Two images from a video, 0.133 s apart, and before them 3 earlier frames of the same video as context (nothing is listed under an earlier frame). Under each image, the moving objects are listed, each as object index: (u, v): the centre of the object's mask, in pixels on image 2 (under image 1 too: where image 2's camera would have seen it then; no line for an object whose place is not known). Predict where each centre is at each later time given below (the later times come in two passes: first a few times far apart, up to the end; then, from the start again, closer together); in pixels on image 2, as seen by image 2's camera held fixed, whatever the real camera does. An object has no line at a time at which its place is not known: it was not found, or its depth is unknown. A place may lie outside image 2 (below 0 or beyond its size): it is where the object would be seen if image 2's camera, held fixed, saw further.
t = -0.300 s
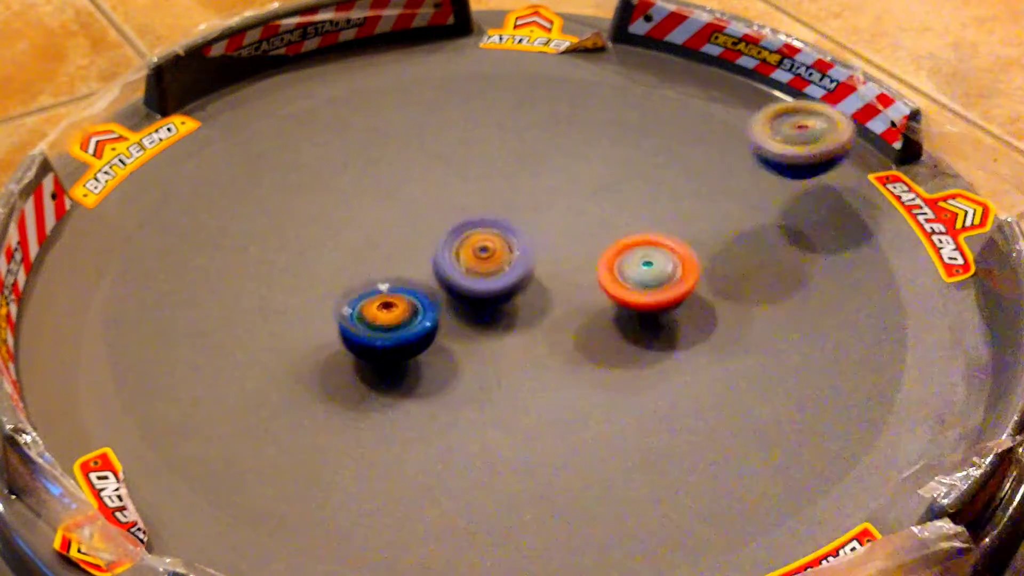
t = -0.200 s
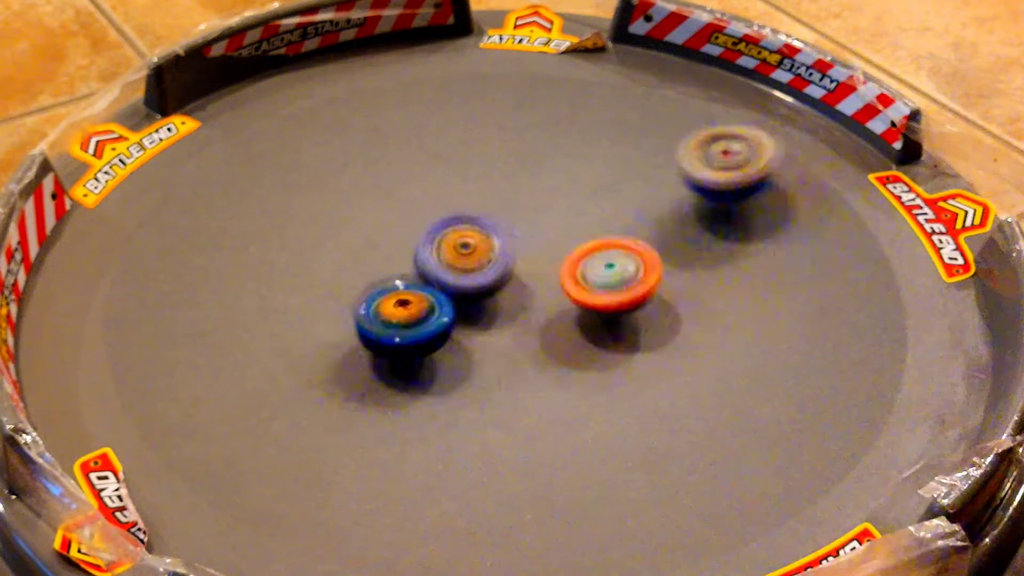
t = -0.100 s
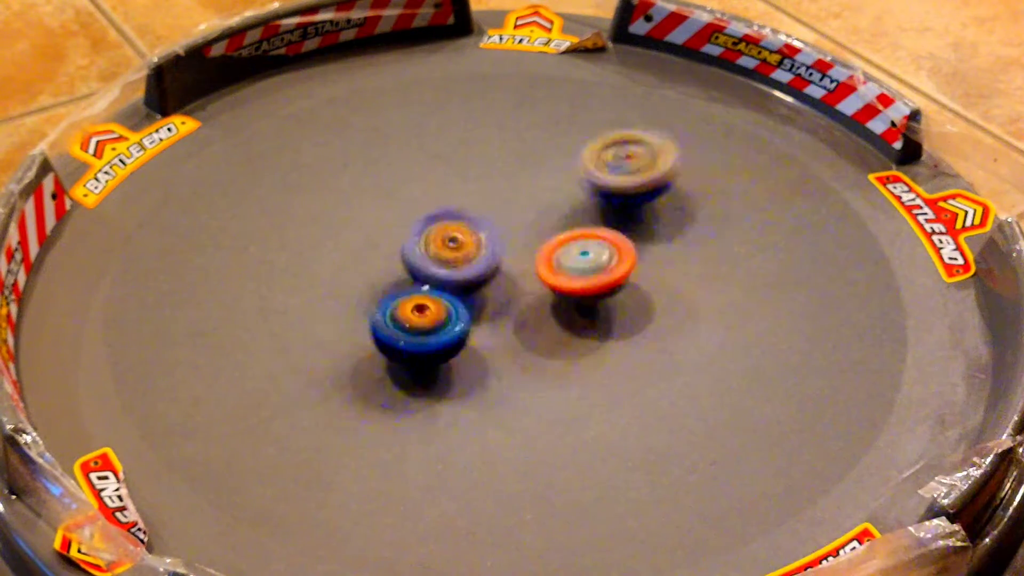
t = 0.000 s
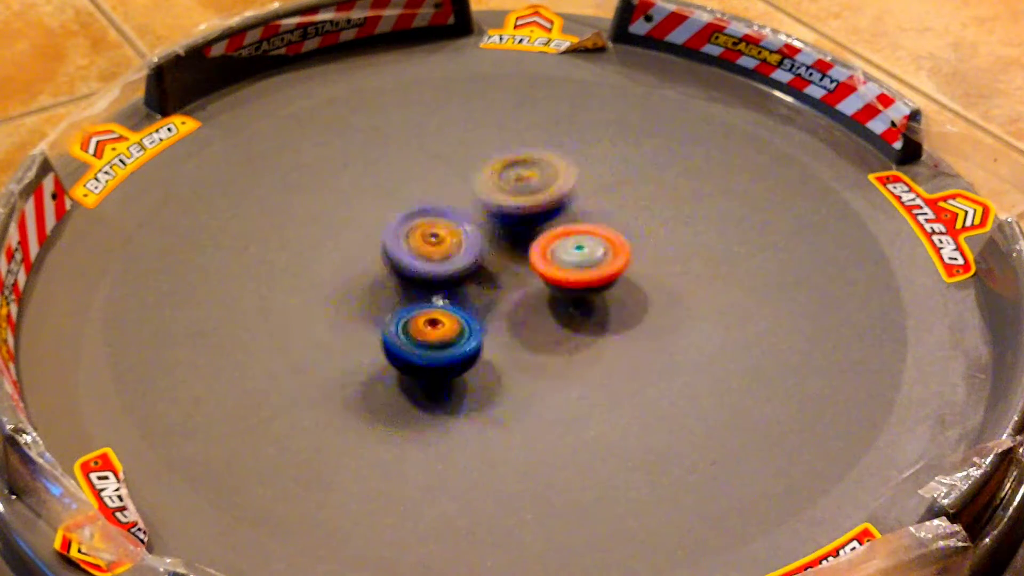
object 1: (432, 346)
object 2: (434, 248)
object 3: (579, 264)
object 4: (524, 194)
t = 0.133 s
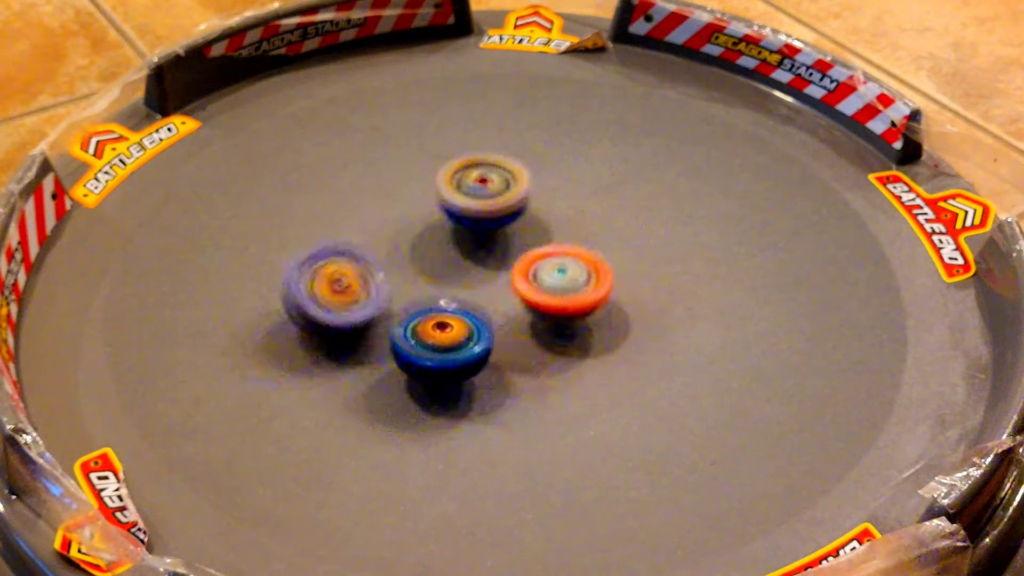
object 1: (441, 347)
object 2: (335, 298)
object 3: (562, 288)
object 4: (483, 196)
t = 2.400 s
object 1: (531, 105)
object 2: (400, 365)
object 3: (629, 357)
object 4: (407, 206)
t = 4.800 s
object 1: (612, 197)
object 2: (468, 210)
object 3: (439, 277)
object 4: (523, 325)
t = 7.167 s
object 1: (789, 369)
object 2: (578, 237)
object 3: (413, 266)
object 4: (366, 382)
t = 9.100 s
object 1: (662, 363)
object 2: (542, 340)
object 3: (588, 260)
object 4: (491, 264)
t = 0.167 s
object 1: (444, 347)
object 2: (317, 309)
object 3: (553, 295)
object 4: (482, 199)
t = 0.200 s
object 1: (448, 349)
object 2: (303, 315)
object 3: (543, 302)
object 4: (480, 199)
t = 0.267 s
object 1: (435, 356)
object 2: (282, 326)
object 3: (536, 307)
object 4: (469, 218)
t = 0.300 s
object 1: (427, 358)
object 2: (274, 331)
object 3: (534, 307)
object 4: (464, 227)
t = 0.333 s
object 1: (422, 359)
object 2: (268, 336)
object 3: (531, 305)
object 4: (454, 239)
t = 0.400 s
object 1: (414, 360)
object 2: (258, 349)
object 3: (532, 304)
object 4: (433, 258)
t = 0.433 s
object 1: (410, 358)
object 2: (254, 355)
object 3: (536, 308)
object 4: (422, 262)
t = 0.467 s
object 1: (407, 356)
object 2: (254, 360)
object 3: (537, 309)
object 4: (413, 265)
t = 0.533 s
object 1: (404, 353)
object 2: (255, 375)
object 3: (534, 306)
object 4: (412, 270)
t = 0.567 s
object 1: (402, 357)
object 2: (258, 377)
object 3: (528, 302)
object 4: (417, 271)
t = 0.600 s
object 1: (401, 360)
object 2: (263, 384)
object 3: (526, 297)
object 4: (423, 270)
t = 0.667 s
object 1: (402, 362)
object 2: (278, 397)
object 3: (594, 304)
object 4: (383, 251)
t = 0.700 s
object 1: (403, 363)
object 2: (287, 406)
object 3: (624, 309)
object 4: (363, 239)
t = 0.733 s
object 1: (403, 362)
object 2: (299, 411)
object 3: (650, 314)
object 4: (342, 233)
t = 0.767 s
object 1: (403, 361)
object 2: (311, 411)
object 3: (672, 318)
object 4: (319, 230)
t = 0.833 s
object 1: (409, 355)
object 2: (333, 421)
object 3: (706, 316)
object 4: (276, 236)
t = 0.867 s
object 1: (415, 350)
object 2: (347, 427)
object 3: (718, 313)
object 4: (260, 242)
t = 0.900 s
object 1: (421, 348)
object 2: (359, 432)
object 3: (729, 309)
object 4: (249, 250)
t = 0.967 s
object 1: (433, 342)
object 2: (389, 434)
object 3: (744, 298)
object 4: (241, 264)
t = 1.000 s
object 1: (438, 339)
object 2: (404, 435)
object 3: (749, 292)
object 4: (242, 271)
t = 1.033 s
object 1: (442, 335)
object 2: (419, 435)
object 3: (754, 287)
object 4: (247, 278)
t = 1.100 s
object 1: (450, 325)
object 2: (450, 431)
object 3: (761, 282)
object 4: (263, 291)
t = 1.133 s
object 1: (453, 320)
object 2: (465, 428)
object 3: (762, 282)
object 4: (271, 296)
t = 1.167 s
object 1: (456, 318)
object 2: (478, 423)
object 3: (761, 283)
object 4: (280, 301)
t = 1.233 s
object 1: (462, 306)
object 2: (505, 412)
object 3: (750, 293)
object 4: (295, 305)
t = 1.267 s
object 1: (465, 298)
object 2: (516, 405)
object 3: (740, 300)
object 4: (303, 305)
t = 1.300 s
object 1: (469, 290)
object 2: (526, 400)
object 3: (727, 305)
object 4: (319, 304)
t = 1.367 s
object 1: (480, 274)
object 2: (545, 381)
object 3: (697, 321)
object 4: (356, 291)
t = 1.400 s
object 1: (486, 266)
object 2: (553, 374)
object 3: (680, 324)
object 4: (370, 282)
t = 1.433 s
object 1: (493, 260)
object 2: (558, 370)
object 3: (663, 329)
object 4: (384, 273)
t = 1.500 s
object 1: (520, 244)
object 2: (524, 356)
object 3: (676, 323)
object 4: (406, 254)
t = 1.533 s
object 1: (535, 238)
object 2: (509, 349)
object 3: (677, 318)
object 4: (412, 246)
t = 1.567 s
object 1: (545, 234)
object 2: (501, 342)
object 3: (674, 312)
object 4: (417, 243)
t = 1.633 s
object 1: (558, 223)
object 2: (488, 328)
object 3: (659, 299)
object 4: (419, 243)
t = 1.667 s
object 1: (562, 218)
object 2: (481, 320)
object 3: (649, 291)
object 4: (415, 245)
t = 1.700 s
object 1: (567, 214)
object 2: (475, 314)
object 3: (639, 284)
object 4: (412, 247)
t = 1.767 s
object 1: (571, 204)
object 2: (487, 327)
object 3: (617, 270)
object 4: (397, 225)
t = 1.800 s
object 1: (572, 199)
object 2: (493, 336)
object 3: (607, 262)
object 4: (390, 216)
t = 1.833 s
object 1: (573, 191)
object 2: (498, 342)
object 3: (597, 256)
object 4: (384, 207)
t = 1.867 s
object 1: (567, 182)
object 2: (499, 346)
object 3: (593, 265)
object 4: (380, 200)
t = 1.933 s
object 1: (560, 155)
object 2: (493, 351)
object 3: (590, 278)
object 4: (375, 193)
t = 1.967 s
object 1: (558, 145)
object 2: (486, 352)
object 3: (591, 283)
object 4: (375, 192)
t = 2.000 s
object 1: (556, 134)
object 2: (477, 354)
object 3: (594, 288)
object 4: (375, 192)
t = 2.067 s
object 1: (553, 120)
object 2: (461, 361)
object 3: (601, 301)
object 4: (374, 202)
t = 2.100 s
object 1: (551, 116)
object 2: (452, 362)
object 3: (607, 305)
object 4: (370, 207)
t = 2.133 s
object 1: (550, 112)
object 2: (447, 364)
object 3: (612, 312)
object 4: (367, 210)
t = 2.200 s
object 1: (547, 106)
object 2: (432, 362)
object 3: (621, 321)
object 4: (371, 212)
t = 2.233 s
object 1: (545, 104)
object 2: (425, 364)
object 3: (624, 324)
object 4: (379, 213)
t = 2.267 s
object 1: (543, 103)
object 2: (418, 366)
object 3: (626, 330)
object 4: (387, 210)
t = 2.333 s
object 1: (538, 102)
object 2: (408, 367)
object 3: (628, 345)
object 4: (399, 208)
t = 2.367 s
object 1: (535, 103)
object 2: (404, 366)
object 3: (629, 351)
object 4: (403, 208)
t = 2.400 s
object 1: (531, 105)
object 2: (400, 365)
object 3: (629, 357)
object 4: (407, 206)
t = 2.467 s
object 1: (526, 109)
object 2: (393, 361)
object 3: (628, 368)
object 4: (412, 201)
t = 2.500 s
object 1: (523, 111)
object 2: (390, 361)
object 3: (625, 374)
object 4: (420, 198)
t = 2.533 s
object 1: (520, 112)
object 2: (388, 358)
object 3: (619, 379)
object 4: (432, 198)
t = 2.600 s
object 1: (515, 122)
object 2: (386, 351)
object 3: (602, 387)
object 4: (456, 200)
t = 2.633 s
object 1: (513, 127)
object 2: (387, 348)
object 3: (590, 390)
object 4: (466, 201)
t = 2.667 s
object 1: (511, 129)
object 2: (388, 345)
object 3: (578, 391)
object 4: (474, 203)
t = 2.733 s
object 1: (510, 135)
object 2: (393, 334)
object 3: (552, 391)
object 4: (486, 217)
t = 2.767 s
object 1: (513, 136)
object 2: (396, 330)
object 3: (538, 391)
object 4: (491, 234)
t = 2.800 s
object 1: (515, 132)
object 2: (400, 327)
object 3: (524, 390)
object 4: (493, 248)
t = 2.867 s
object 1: (518, 134)
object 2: (411, 318)
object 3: (498, 384)
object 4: (502, 275)
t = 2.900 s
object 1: (520, 136)
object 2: (406, 314)
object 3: (487, 378)
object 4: (512, 281)
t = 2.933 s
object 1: (522, 140)
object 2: (384, 311)
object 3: (476, 371)
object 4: (539, 289)
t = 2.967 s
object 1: (523, 143)
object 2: (372, 306)
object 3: (469, 363)
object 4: (558, 297)
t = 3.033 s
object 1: (526, 150)
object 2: (351, 302)
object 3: (458, 345)
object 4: (600, 298)
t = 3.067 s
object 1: (528, 154)
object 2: (344, 299)
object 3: (457, 335)
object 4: (621, 299)
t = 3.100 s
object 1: (530, 157)
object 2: (336, 296)
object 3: (458, 325)
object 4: (643, 302)
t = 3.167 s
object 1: (535, 165)
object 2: (321, 290)
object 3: (468, 307)
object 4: (680, 306)
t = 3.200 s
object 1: (538, 168)
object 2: (317, 287)
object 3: (476, 300)
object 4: (692, 306)
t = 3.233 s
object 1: (541, 171)
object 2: (312, 282)
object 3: (485, 291)
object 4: (702, 305)
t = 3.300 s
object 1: (547, 179)
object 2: (306, 275)
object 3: (506, 284)
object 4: (710, 303)
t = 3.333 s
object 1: (551, 181)
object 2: (304, 271)
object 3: (513, 282)
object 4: (713, 302)
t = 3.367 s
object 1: (555, 186)
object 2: (305, 269)
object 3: (517, 281)
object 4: (713, 302)
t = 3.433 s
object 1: (562, 194)
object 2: (309, 260)
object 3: (516, 281)
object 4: (708, 299)
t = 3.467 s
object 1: (567, 199)
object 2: (313, 257)
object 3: (513, 284)
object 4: (705, 297)
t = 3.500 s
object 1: (572, 204)
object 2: (318, 256)
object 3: (508, 287)
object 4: (702, 296)
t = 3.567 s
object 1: (583, 213)
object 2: (331, 251)
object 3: (498, 293)
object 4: (694, 294)
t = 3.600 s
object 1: (589, 218)
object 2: (341, 248)
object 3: (492, 292)
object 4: (690, 293)
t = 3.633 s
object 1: (596, 225)
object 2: (350, 247)
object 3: (484, 292)
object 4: (686, 294)
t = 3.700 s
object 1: (609, 237)
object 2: (369, 247)
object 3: (468, 292)
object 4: (679, 295)
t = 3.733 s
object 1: (613, 238)
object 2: (378, 245)
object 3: (463, 291)
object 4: (680, 297)
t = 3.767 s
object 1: (613, 238)
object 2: (379, 241)
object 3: (471, 293)
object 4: (683, 304)
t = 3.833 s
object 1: (608, 239)
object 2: (365, 222)
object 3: (502, 303)
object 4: (679, 319)
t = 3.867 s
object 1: (607, 239)
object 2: (362, 214)
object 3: (514, 306)
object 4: (678, 327)
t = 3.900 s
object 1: (607, 240)
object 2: (361, 208)
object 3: (524, 306)
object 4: (675, 333)
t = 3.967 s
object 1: (608, 240)
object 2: (359, 198)
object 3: (543, 297)
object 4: (663, 343)
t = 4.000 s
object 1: (609, 241)
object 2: (361, 192)
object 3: (546, 298)
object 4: (657, 346)
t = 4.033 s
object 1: (614, 231)
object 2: (359, 188)
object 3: (539, 307)
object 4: (651, 349)
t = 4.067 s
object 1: (623, 223)
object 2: (362, 183)
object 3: (535, 311)
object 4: (644, 351)
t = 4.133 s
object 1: (631, 212)
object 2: (367, 176)
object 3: (531, 317)
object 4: (626, 354)
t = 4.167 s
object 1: (632, 209)
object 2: (370, 170)
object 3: (530, 319)
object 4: (618, 353)
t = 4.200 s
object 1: (632, 207)
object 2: (376, 169)
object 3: (525, 314)
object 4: (613, 358)
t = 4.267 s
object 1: (631, 201)
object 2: (387, 167)
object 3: (509, 303)
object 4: (607, 369)
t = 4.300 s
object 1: (630, 197)
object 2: (395, 165)
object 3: (500, 298)
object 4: (603, 372)
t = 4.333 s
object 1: (628, 195)
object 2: (402, 166)
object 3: (492, 291)
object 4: (597, 372)
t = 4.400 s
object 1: (623, 192)
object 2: (417, 170)
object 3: (478, 287)
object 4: (585, 372)
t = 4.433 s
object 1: (620, 190)
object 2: (424, 169)
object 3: (470, 286)
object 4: (579, 370)
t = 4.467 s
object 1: (616, 189)
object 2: (432, 175)
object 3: (464, 282)
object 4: (573, 367)
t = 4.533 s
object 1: (608, 189)
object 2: (447, 181)
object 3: (456, 282)
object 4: (562, 362)
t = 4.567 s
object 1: (603, 190)
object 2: (455, 184)
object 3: (454, 279)
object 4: (556, 358)
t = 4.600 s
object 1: (598, 191)
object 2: (463, 188)
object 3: (452, 280)
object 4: (551, 353)
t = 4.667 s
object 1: (588, 193)
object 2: (478, 193)
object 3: (448, 277)
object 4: (540, 345)
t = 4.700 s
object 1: (583, 200)
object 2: (486, 200)
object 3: (446, 281)
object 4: (535, 341)
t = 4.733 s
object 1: (595, 200)
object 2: (480, 205)
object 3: (445, 282)
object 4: (530, 336)
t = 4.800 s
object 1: (612, 197)
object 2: (468, 210)
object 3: (439, 277)
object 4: (523, 325)
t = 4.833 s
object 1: (614, 199)
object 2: (469, 210)
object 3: (431, 278)
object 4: (525, 324)
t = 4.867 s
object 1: (614, 201)
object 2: (468, 211)
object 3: (419, 292)
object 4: (526, 320)
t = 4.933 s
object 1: (613, 205)
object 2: (469, 213)
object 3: (412, 304)
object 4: (527, 312)
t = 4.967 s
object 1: (613, 213)
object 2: (472, 213)
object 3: (412, 311)
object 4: (526, 307)
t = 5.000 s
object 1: (615, 212)
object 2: (473, 214)
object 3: (416, 317)
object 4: (526, 302)
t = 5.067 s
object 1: (616, 216)
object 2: (475, 218)
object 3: (426, 321)
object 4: (525, 294)
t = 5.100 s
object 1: (618, 218)
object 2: (477, 219)
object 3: (425, 320)
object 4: (530, 287)
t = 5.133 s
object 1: (619, 225)
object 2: (475, 218)
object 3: (412, 324)
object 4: (546, 287)
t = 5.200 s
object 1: (624, 227)
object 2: (472, 214)
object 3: (396, 327)
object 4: (565, 282)
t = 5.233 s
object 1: (628, 225)
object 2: (472, 213)
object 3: (389, 325)
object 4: (569, 286)
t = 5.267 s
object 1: (632, 227)
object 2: (470, 210)
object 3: (386, 329)
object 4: (567, 288)
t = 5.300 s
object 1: (635, 227)
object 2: (468, 211)
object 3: (381, 328)
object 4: (565, 289)
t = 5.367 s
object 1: (639, 232)
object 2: (470, 211)
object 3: (376, 331)
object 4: (564, 290)
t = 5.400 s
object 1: (639, 234)
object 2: (469, 212)
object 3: (375, 330)
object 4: (564, 287)
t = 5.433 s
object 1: (640, 236)
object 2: (467, 212)
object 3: (373, 333)
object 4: (563, 290)
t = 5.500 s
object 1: (641, 241)
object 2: (470, 217)
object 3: (375, 332)
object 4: (561, 289)
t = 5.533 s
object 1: (643, 243)
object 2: (471, 219)
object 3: (375, 323)
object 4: (558, 295)
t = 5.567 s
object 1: (643, 246)
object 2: (472, 221)
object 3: (378, 325)
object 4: (557, 292)
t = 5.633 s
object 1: (644, 250)
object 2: (476, 231)
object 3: (382, 324)
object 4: (548, 294)
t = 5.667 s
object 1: (645, 251)
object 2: (478, 233)
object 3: (382, 318)
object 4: (544, 294)
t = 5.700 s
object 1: (646, 252)
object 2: (480, 236)
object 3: (385, 322)
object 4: (539, 296)
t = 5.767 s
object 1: (643, 254)
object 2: (480, 230)
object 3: (388, 316)
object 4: (544, 313)
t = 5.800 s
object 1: (641, 256)
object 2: (480, 226)
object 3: (389, 311)
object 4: (550, 328)
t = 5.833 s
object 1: (640, 256)
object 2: (479, 225)
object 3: (394, 310)
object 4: (554, 337)
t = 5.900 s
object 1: (636, 260)
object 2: (479, 226)
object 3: (404, 303)
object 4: (559, 348)
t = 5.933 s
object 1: (634, 261)
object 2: (480, 225)
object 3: (410, 299)
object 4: (561, 351)
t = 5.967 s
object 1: (631, 261)
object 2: (482, 225)
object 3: (419, 298)
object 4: (565, 352)
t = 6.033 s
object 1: (629, 262)
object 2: (484, 225)
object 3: (437, 298)
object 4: (577, 351)
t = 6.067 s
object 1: (626, 264)
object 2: (485, 224)
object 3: (447, 292)
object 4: (584, 352)
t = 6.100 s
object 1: (624, 265)
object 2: (488, 226)
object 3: (456, 295)
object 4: (590, 353)
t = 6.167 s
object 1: (620, 266)
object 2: (495, 225)
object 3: (468, 312)
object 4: (605, 353)
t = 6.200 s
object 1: (618, 269)
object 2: (499, 224)
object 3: (473, 319)
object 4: (609, 357)
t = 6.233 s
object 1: (616, 272)
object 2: (502, 223)
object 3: (478, 320)
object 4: (608, 361)
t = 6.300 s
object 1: (612, 278)
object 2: (512, 222)
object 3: (486, 325)
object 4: (596, 369)
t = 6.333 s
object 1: (610, 280)
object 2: (517, 220)
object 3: (489, 329)
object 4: (591, 373)
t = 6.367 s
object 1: (609, 284)
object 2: (521, 221)
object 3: (493, 328)
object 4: (587, 377)
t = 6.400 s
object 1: (606, 288)
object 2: (524, 221)
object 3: (493, 328)
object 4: (579, 380)
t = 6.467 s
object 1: (603, 294)
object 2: (530, 224)
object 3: (493, 318)
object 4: (558, 384)
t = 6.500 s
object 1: (601, 298)
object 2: (534, 225)
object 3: (493, 321)
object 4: (551, 388)
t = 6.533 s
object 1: (600, 301)
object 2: (539, 228)
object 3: (495, 312)
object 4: (542, 386)
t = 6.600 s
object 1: (614, 305)
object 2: (545, 233)
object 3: (480, 306)
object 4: (514, 384)
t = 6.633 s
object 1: (617, 307)
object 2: (547, 236)
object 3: (473, 301)
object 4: (503, 382)
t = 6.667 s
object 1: (620, 305)
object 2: (550, 240)
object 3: (469, 297)
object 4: (492, 376)
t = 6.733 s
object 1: (627, 310)
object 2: (556, 250)
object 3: (468, 286)
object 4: (467, 368)
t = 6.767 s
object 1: (630, 311)
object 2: (557, 257)
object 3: (471, 279)
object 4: (461, 360)
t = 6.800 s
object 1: (632, 311)
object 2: (563, 259)
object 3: (464, 273)
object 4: (459, 351)
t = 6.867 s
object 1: (638, 310)
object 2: (567, 264)
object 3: (465, 265)
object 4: (442, 358)
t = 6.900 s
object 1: (643, 312)
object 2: (569, 265)
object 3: (468, 260)
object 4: (434, 365)
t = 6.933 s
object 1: (646, 314)
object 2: (581, 261)
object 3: (454, 261)
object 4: (428, 370)
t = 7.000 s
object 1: (691, 334)
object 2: (585, 246)
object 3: (427, 264)
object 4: (413, 376)
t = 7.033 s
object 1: (715, 346)
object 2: (585, 241)
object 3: (420, 262)
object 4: (405, 380)
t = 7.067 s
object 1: (736, 353)
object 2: (582, 240)
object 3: (415, 266)
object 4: (396, 382)
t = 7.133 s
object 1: (774, 364)
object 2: (578, 237)
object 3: (411, 265)
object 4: (375, 382)
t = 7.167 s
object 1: (789, 369)
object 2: (578, 237)
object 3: (413, 266)
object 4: (366, 382)
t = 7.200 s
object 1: (802, 372)
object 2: (574, 239)
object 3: (414, 261)
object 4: (355, 380)
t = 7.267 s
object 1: (814, 376)
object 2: (567, 239)
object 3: (418, 269)
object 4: (337, 373)
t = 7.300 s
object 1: (817, 375)
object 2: (567, 241)
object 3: (418, 266)
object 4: (330, 367)
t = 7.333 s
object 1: (817, 374)
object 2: (563, 244)
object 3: (422, 270)
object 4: (323, 360)
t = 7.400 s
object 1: (818, 374)
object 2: (557, 252)
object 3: (426, 270)
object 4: (314, 346)
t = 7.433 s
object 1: (817, 373)
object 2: (555, 259)
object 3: (432, 272)
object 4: (314, 341)
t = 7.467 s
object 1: (813, 373)
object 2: (550, 266)
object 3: (435, 276)
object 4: (313, 333)
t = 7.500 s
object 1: (811, 373)
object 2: (547, 274)
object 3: (441, 275)
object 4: (313, 327)
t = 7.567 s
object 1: (799, 371)
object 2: (547, 289)
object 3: (452, 283)
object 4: (321, 314)
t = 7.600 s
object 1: (792, 371)
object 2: (553, 298)
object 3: (455, 282)
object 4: (325, 309)
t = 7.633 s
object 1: (779, 368)
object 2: (561, 308)
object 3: (451, 284)
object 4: (334, 307)
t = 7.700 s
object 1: (743, 362)
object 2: (577, 320)
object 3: (449, 287)
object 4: (347, 300)
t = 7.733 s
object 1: (720, 357)
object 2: (582, 324)
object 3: (464, 281)
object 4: (348, 295)
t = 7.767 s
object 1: (697, 353)
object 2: (590, 329)
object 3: (478, 286)
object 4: (354, 289)
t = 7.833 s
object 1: (705, 343)
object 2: (568, 326)
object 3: (492, 277)
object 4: (372, 286)
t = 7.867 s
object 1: (709, 339)
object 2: (564, 333)
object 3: (488, 269)
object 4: (381, 284)
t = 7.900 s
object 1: (707, 338)
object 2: (567, 336)
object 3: (491, 263)
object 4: (392, 283)
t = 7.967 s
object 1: (704, 336)
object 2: (573, 341)
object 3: (508, 265)
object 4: (409, 282)
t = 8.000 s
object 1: (701, 336)
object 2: (575, 342)
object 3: (521, 268)
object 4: (411, 281)
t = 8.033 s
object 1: (698, 333)
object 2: (576, 342)
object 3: (537, 266)
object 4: (416, 281)
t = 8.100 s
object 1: (687, 335)
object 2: (573, 341)
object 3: (563, 268)
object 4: (435, 286)
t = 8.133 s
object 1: (680, 332)
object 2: (574, 342)
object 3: (573, 263)
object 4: (444, 289)
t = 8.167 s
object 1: (679, 327)
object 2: (563, 344)
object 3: (587, 261)
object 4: (453, 292)
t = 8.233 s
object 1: (674, 323)
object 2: (550, 349)
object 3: (602, 266)
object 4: (469, 298)
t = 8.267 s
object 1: (670, 322)
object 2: (556, 354)
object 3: (605, 266)
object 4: (472, 294)
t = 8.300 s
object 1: (678, 325)
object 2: (560, 358)
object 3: (600, 269)
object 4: (479, 291)
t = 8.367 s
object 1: (700, 334)
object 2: (563, 365)
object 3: (582, 268)
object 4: (490, 285)
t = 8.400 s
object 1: (705, 336)
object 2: (558, 365)
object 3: (585, 259)
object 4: (491, 283)
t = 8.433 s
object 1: (703, 336)
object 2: (553, 365)
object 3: (586, 263)
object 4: (492, 282)
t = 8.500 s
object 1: (696, 337)
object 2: (548, 359)
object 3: (586, 260)
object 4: (495, 280)
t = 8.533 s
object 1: (697, 340)
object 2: (545, 361)
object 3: (584, 254)
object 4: (494, 277)
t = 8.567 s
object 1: (698, 342)
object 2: (547, 363)
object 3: (584, 254)
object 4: (499, 277)
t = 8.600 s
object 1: (698, 342)
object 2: (551, 363)
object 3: (585, 254)
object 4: (500, 275)
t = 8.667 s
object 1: (692, 341)
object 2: (550, 356)
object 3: (589, 252)
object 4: (495, 271)
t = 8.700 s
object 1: (689, 344)
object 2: (553, 356)
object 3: (587, 253)
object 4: (495, 271)
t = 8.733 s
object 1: (688, 347)
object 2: (554, 359)
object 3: (587, 253)
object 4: (494, 274)
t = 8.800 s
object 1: (681, 350)
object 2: (549, 355)
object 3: (587, 253)
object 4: (497, 276)
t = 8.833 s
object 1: (677, 350)
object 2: (548, 354)
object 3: (587, 253)
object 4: (500, 277)
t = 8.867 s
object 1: (672, 351)
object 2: (552, 348)
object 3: (588, 253)
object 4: (497, 277)
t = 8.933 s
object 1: (662, 358)
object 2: (555, 343)
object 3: (588, 254)
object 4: (495, 276)
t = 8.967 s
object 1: (658, 360)
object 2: (552, 342)
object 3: (588, 255)
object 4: (497, 272)
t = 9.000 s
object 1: (656, 360)
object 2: (548, 339)
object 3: (587, 256)
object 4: (494, 272)
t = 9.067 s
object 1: (660, 362)
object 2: (546, 341)
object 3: (588, 261)
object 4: (492, 266)
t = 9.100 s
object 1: (662, 363)
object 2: (542, 340)
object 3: (588, 260)
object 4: (491, 264)
